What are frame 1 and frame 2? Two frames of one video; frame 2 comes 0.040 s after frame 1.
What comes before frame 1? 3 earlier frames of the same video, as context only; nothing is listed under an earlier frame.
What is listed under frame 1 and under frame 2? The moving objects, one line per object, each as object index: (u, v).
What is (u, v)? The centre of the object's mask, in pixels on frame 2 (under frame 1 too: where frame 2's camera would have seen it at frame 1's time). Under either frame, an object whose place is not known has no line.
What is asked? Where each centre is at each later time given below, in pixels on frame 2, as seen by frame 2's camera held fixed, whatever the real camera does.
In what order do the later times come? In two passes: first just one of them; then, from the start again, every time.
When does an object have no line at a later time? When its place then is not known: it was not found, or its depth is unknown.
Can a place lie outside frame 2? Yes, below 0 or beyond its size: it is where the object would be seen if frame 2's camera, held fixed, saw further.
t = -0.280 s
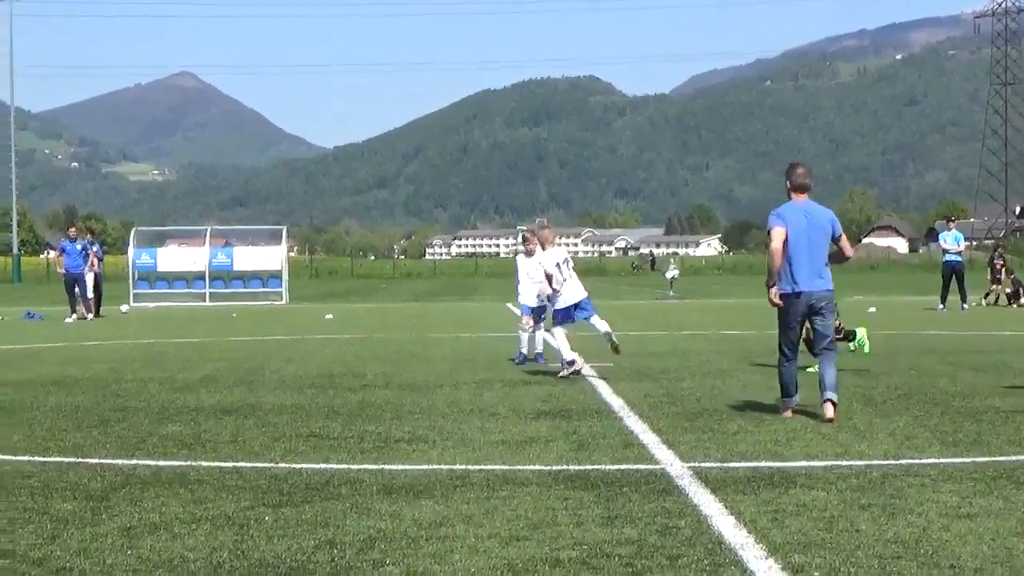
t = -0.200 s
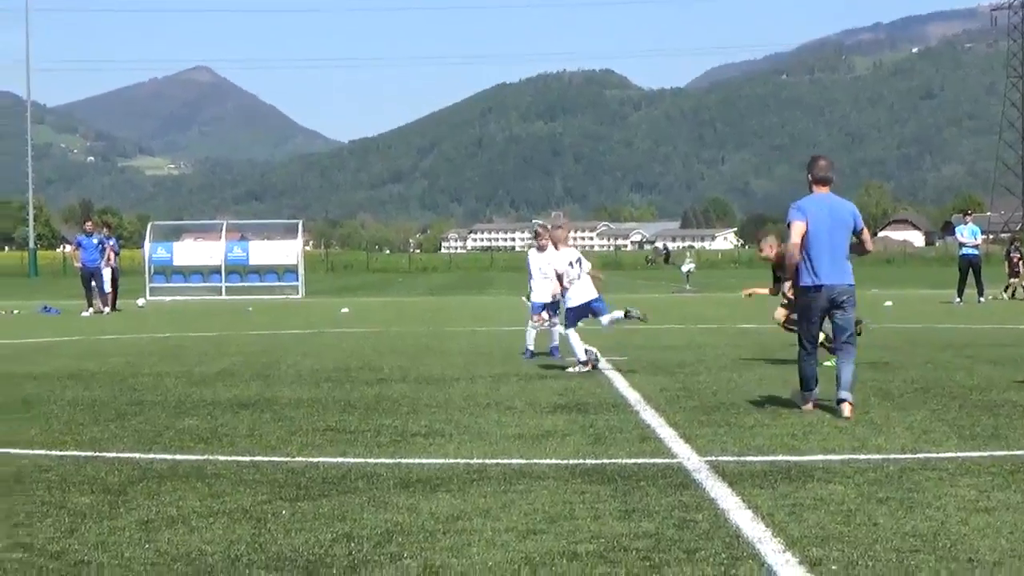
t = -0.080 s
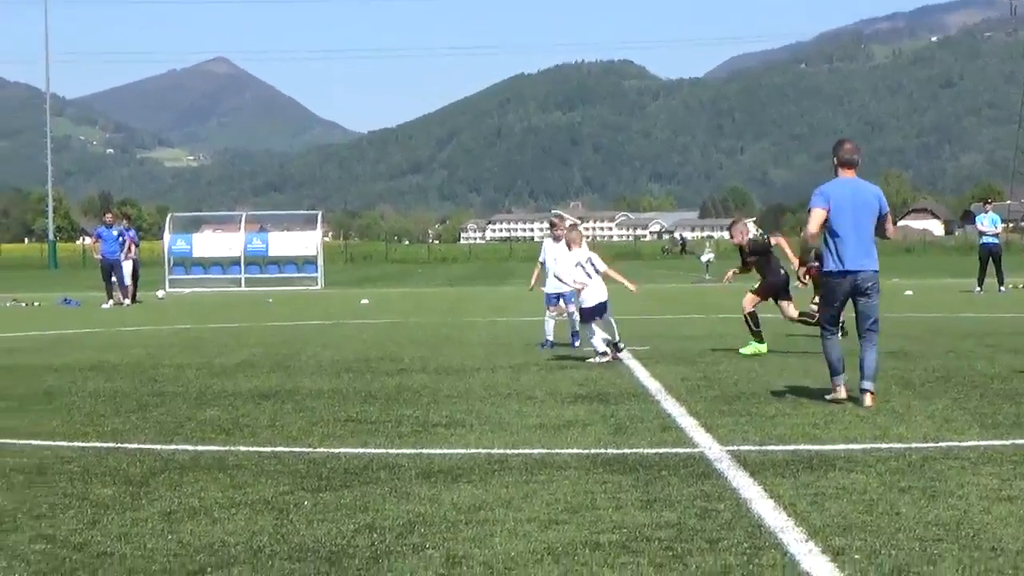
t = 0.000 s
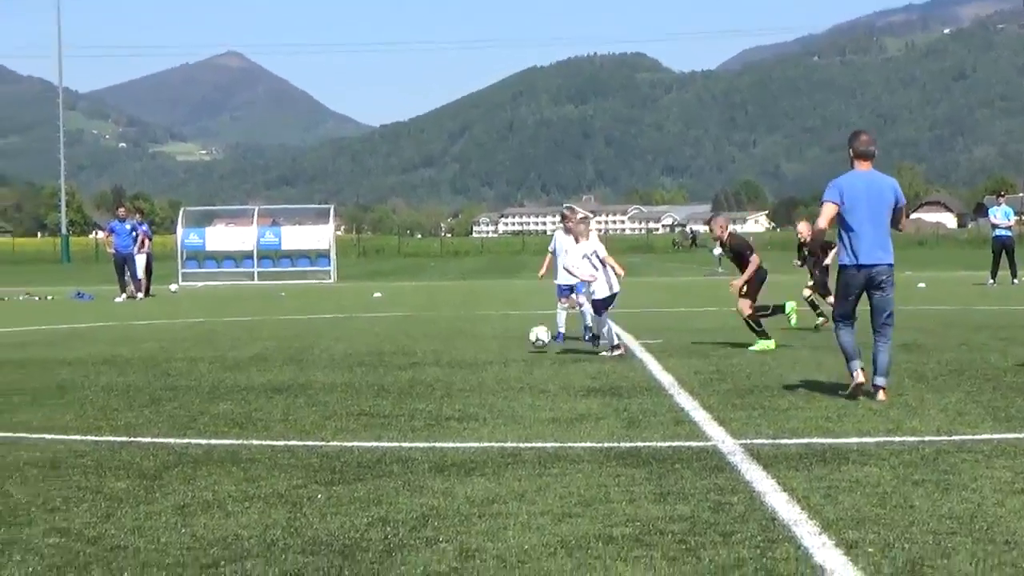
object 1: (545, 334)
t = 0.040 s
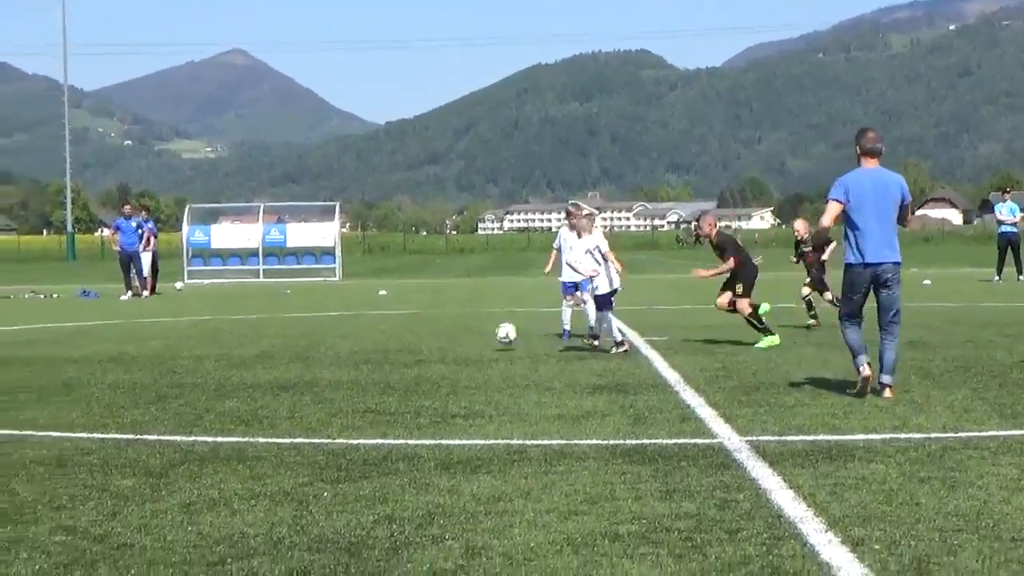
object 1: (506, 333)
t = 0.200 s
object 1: (368, 336)
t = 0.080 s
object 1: (468, 335)
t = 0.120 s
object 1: (431, 338)
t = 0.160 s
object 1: (398, 338)
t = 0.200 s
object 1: (368, 336)
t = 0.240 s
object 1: (338, 335)
